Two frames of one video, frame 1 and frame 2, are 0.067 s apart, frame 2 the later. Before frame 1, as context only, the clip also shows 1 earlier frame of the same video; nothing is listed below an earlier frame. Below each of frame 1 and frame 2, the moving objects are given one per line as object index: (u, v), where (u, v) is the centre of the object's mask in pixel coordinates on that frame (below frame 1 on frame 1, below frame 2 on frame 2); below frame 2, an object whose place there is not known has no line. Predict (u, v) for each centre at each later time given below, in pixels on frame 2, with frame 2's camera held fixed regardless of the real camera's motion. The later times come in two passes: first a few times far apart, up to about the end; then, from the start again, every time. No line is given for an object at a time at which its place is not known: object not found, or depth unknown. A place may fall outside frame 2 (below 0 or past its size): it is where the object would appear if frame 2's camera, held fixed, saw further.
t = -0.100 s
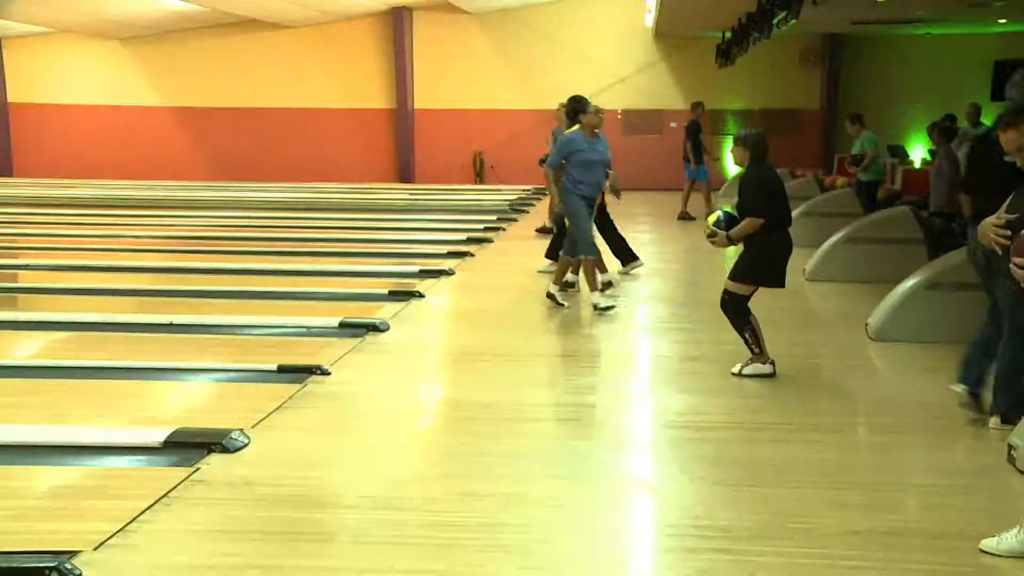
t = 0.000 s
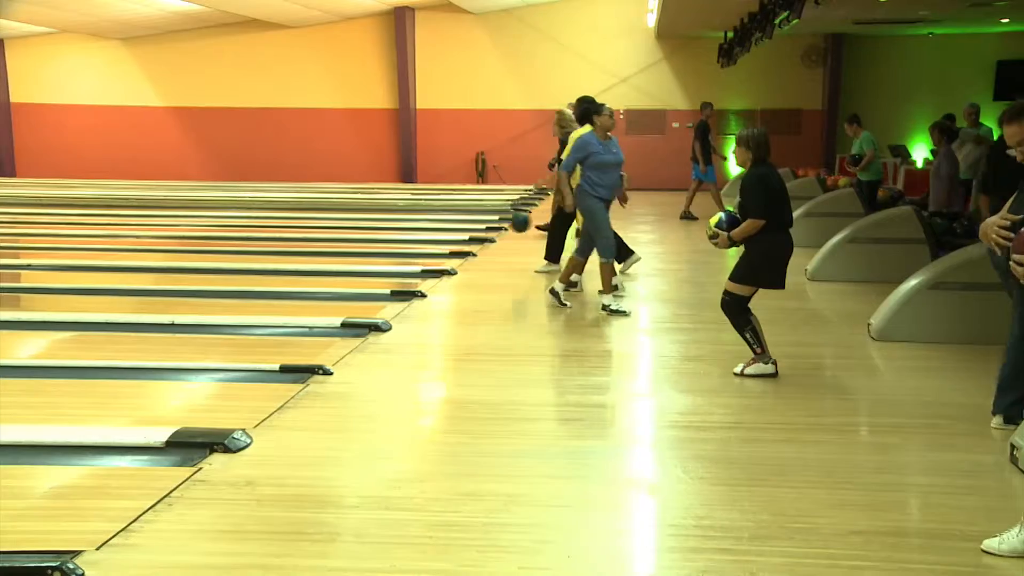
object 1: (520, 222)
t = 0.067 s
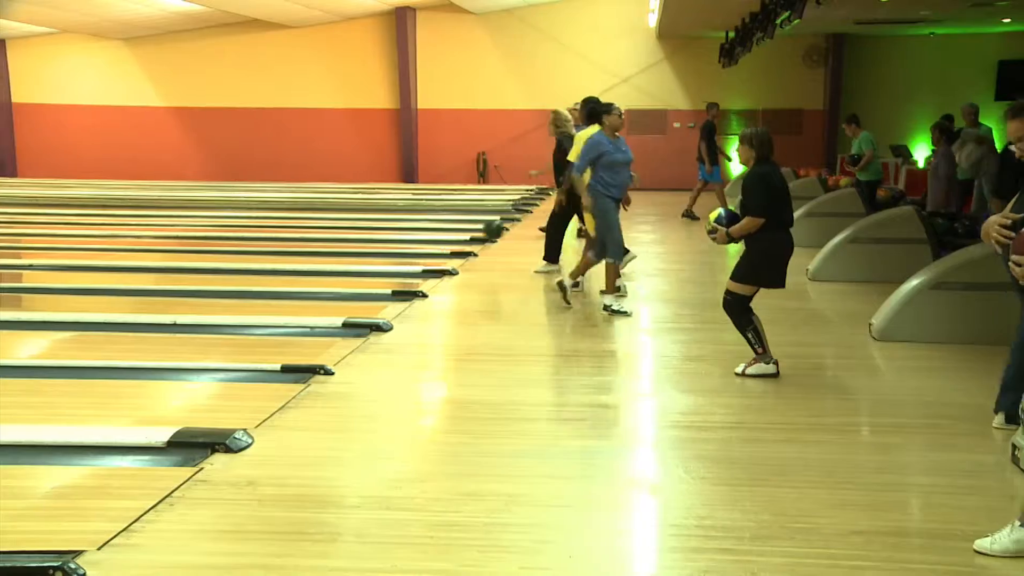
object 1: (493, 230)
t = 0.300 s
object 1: (397, 254)
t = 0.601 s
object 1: (278, 253)
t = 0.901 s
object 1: (163, 249)
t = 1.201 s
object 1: (49, 247)
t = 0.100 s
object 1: (479, 234)
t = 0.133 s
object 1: (466, 240)
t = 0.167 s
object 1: (452, 249)
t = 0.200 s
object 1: (438, 256)
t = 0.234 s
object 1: (423, 255)
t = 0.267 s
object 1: (410, 254)
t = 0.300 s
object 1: (397, 254)
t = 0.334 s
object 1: (383, 255)
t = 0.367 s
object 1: (370, 254)
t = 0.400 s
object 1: (357, 254)
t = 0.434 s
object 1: (343, 254)
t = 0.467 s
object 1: (330, 254)
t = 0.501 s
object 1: (317, 253)
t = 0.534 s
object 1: (304, 253)
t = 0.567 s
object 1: (291, 253)
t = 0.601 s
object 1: (278, 253)
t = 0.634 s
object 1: (265, 252)
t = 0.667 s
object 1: (252, 252)
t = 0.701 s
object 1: (239, 252)
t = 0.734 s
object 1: (227, 251)
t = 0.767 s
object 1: (213, 251)
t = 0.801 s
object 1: (201, 251)
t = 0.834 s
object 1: (188, 250)
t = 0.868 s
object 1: (176, 250)
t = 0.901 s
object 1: (163, 249)
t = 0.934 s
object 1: (150, 249)
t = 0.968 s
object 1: (138, 248)
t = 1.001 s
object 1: (125, 248)
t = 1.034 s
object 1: (113, 248)
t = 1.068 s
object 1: (100, 248)
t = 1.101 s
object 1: (87, 248)
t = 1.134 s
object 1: (75, 247)
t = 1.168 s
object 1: (62, 247)
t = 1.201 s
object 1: (49, 247)
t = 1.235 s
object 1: (37, 246)
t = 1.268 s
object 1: (24, 246)
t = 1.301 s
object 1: (11, 246)
